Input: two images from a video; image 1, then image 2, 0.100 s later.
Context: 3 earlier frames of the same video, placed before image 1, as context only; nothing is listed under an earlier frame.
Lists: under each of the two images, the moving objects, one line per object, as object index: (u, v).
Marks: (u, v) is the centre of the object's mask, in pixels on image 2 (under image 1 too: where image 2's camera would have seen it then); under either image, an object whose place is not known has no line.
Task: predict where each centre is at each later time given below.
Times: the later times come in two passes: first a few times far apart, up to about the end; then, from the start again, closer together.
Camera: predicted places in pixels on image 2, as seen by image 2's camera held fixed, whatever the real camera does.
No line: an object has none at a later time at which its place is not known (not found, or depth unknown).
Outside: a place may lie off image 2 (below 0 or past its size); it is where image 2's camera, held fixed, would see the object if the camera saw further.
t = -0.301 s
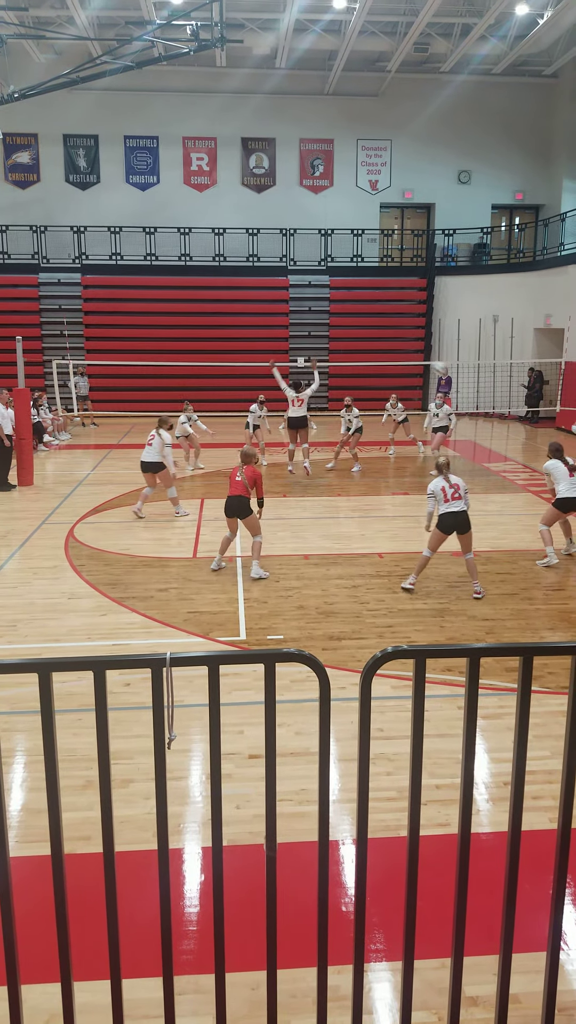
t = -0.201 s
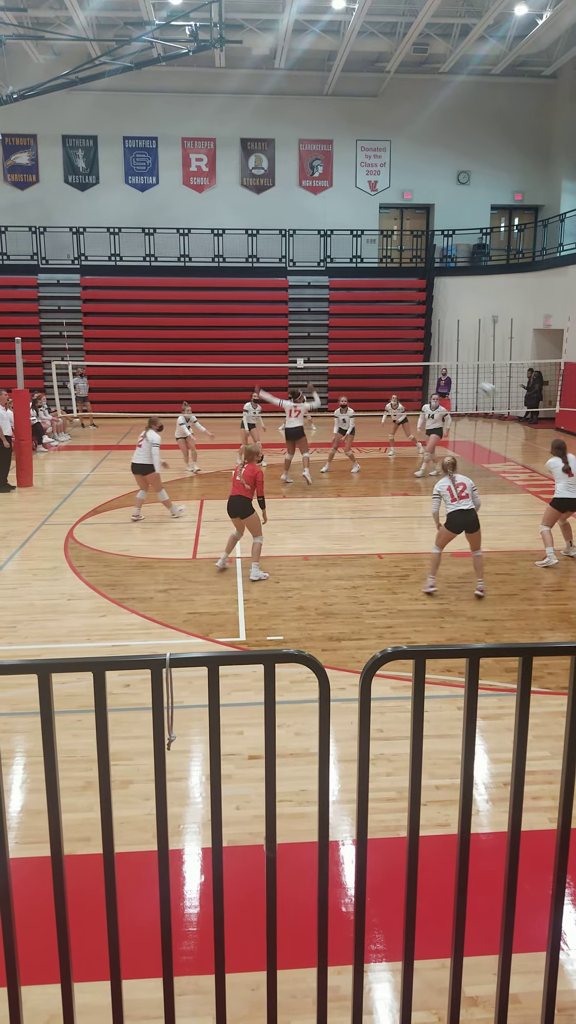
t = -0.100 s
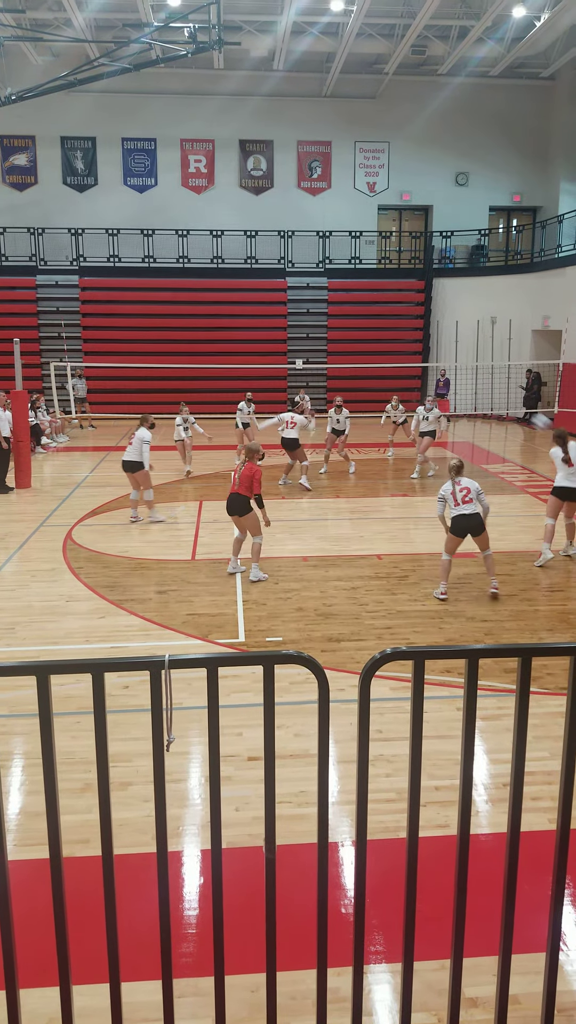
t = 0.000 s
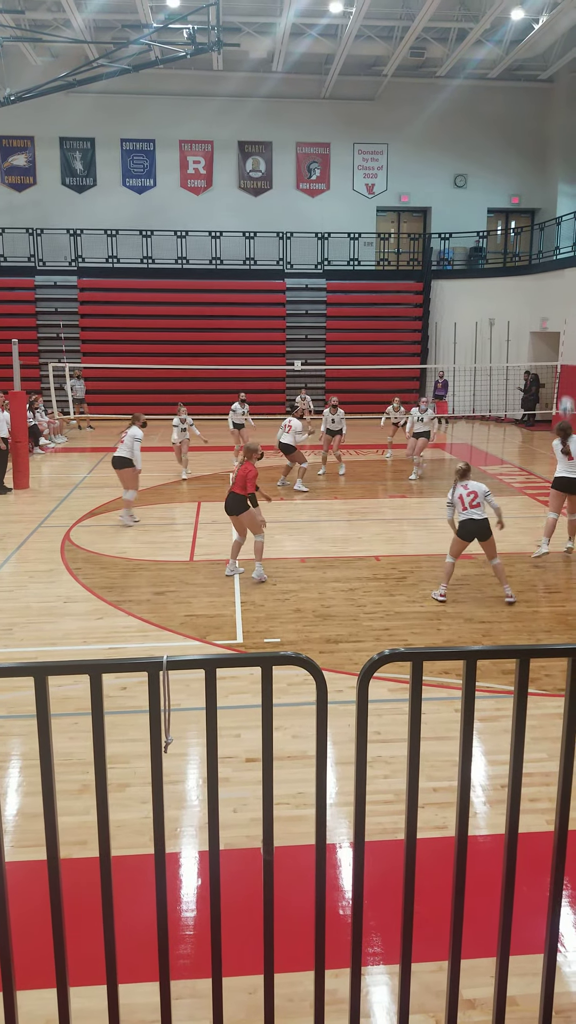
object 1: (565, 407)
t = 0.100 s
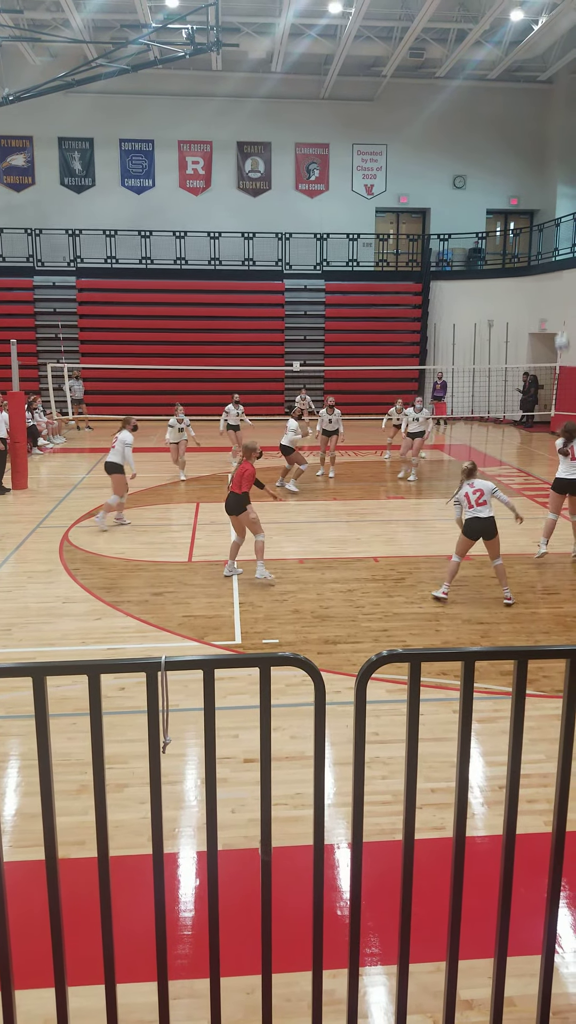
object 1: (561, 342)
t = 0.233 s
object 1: (556, 266)
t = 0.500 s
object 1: (545, 161)
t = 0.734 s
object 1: (534, 118)
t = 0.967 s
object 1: (520, 118)
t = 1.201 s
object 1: (506, 158)
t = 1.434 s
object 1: (490, 232)
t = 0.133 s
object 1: (560, 321)
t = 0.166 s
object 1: (559, 303)
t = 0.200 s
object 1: (558, 283)
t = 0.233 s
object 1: (556, 266)
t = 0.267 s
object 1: (555, 250)
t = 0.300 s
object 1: (553, 234)
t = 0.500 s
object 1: (545, 161)
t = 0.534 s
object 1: (544, 153)
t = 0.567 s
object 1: (542, 145)
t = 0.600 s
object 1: (540, 138)
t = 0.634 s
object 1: (539, 132)
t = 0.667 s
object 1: (537, 127)
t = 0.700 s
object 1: (536, 122)
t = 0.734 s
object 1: (534, 118)
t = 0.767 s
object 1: (532, 116)
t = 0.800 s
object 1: (530, 115)
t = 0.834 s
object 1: (528, 114)
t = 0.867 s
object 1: (526, 114)
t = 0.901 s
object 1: (524, 115)
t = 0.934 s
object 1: (522, 116)
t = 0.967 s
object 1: (520, 118)
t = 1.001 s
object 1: (518, 122)
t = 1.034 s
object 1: (516, 126)
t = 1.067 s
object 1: (514, 131)
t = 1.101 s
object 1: (512, 137)
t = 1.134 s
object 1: (510, 143)
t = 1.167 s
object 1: (508, 150)
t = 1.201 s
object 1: (506, 158)
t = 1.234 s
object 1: (503, 167)
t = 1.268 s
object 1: (502, 175)
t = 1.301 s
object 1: (499, 186)
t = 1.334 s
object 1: (497, 196)
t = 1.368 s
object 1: (494, 208)
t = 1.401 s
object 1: (492, 219)
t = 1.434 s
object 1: (490, 232)
